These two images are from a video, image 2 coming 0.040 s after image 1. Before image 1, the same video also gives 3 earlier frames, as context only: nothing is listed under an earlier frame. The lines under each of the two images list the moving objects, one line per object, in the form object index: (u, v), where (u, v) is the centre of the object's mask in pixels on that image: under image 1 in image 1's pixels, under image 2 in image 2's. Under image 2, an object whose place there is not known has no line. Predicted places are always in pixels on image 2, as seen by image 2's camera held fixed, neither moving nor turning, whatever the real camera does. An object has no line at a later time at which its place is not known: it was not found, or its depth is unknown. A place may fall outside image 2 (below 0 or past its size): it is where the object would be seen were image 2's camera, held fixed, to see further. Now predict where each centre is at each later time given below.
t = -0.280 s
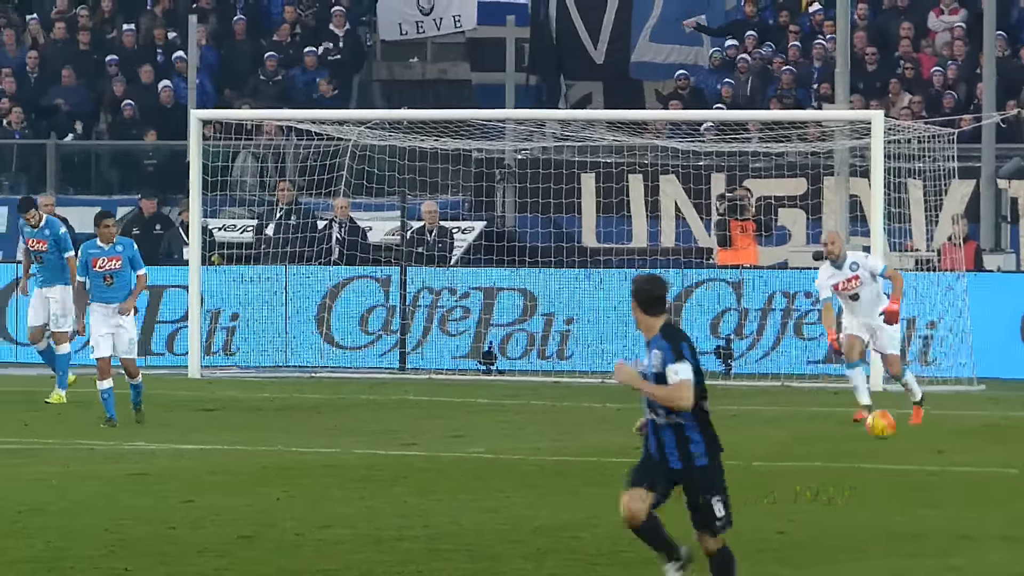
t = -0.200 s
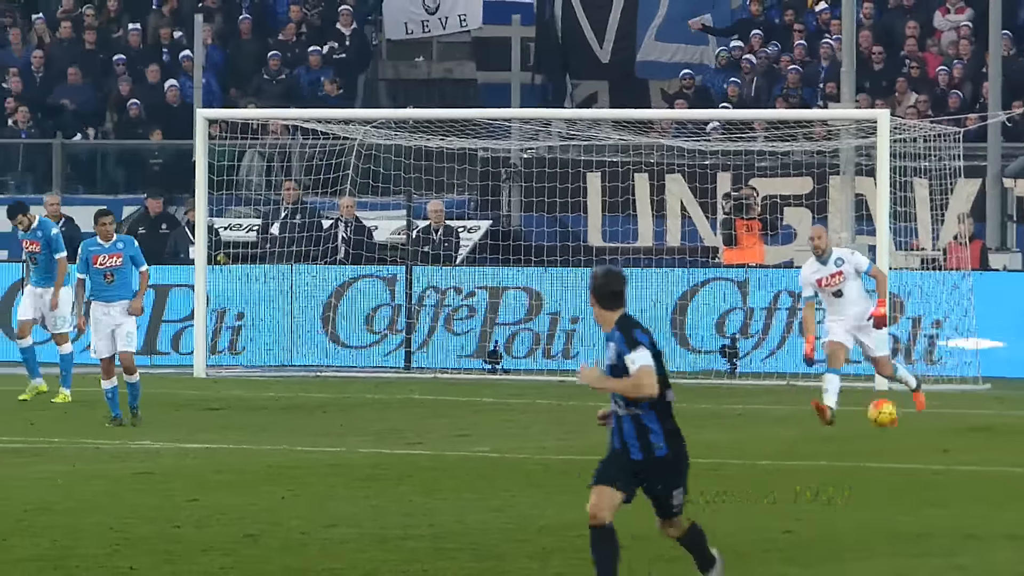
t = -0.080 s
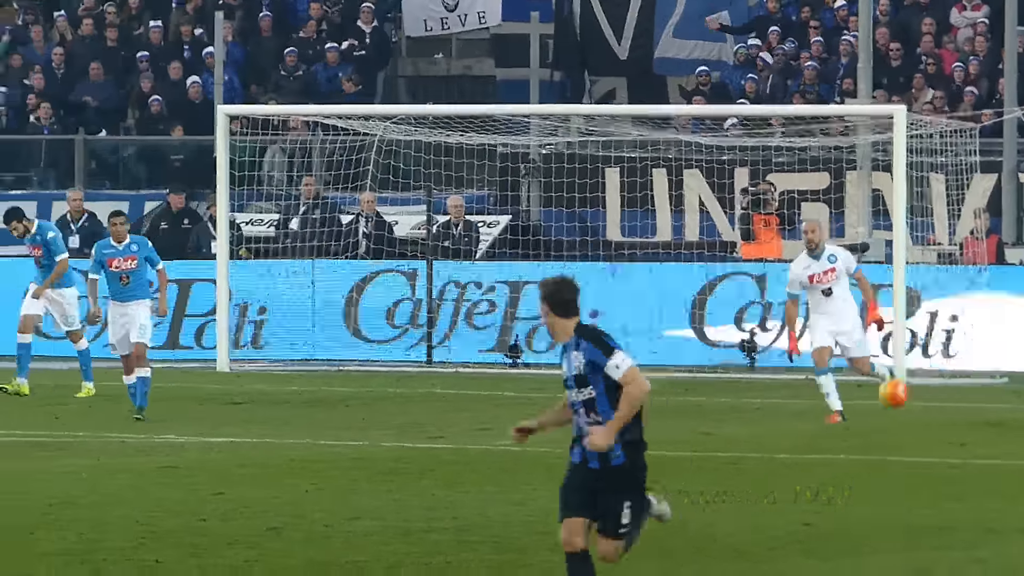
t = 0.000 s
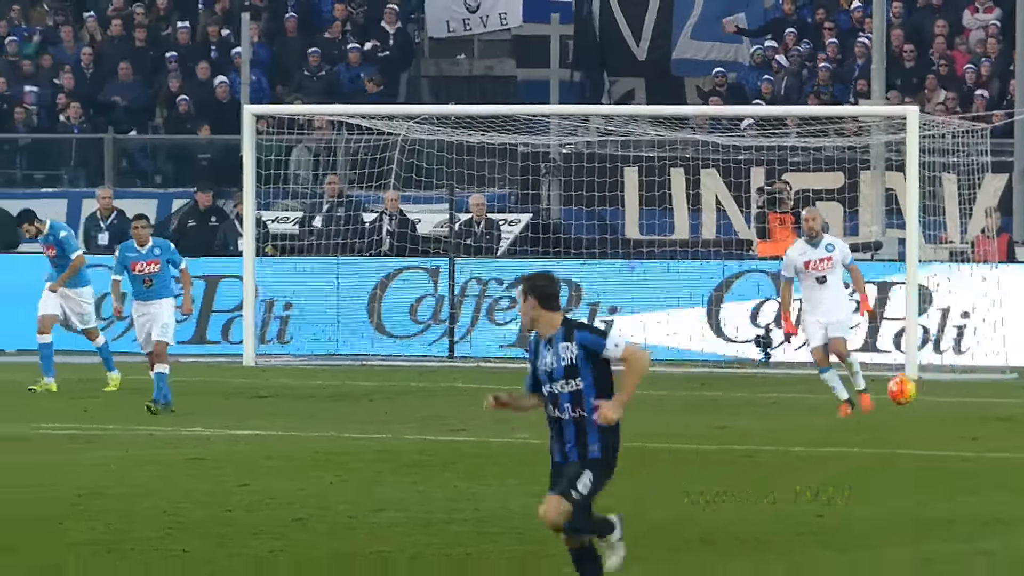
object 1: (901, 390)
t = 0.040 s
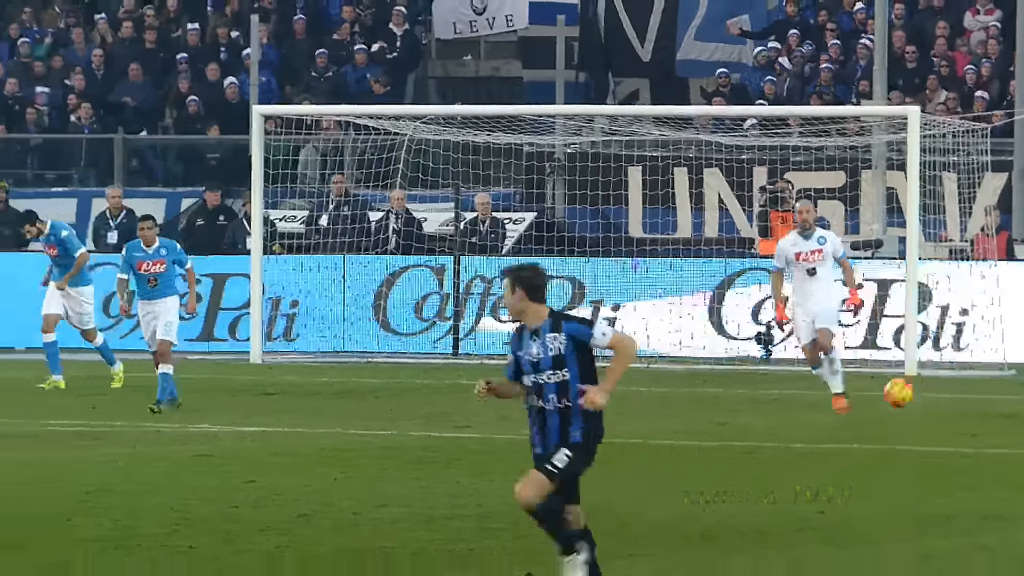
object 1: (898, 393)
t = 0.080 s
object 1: (897, 402)
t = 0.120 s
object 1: (894, 412)
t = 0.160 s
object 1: (891, 427)
